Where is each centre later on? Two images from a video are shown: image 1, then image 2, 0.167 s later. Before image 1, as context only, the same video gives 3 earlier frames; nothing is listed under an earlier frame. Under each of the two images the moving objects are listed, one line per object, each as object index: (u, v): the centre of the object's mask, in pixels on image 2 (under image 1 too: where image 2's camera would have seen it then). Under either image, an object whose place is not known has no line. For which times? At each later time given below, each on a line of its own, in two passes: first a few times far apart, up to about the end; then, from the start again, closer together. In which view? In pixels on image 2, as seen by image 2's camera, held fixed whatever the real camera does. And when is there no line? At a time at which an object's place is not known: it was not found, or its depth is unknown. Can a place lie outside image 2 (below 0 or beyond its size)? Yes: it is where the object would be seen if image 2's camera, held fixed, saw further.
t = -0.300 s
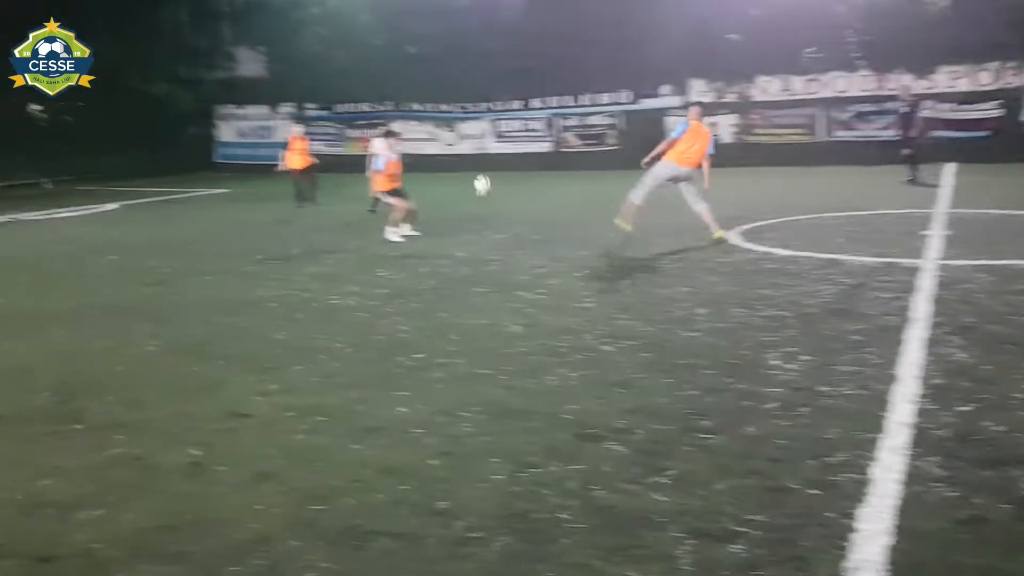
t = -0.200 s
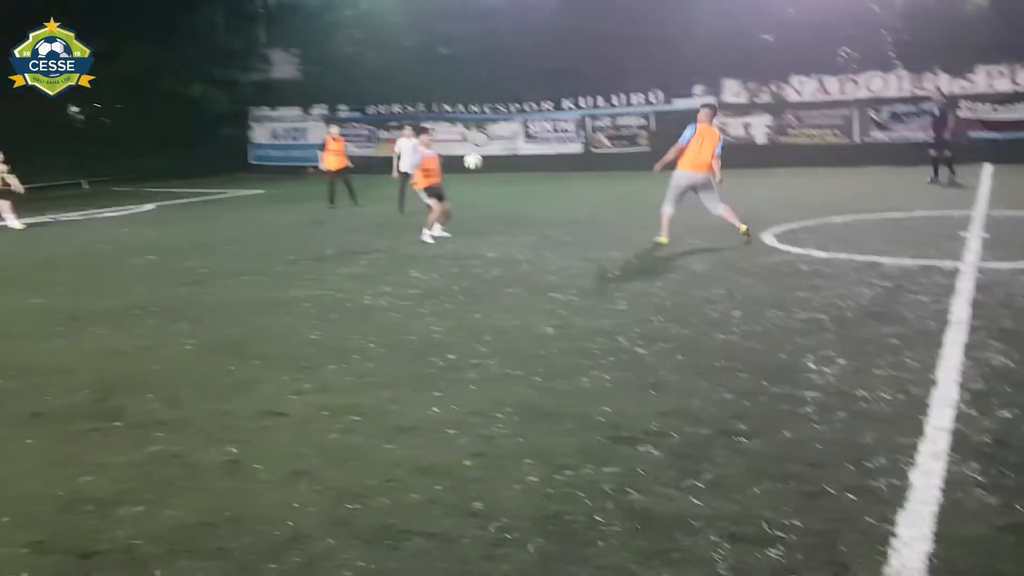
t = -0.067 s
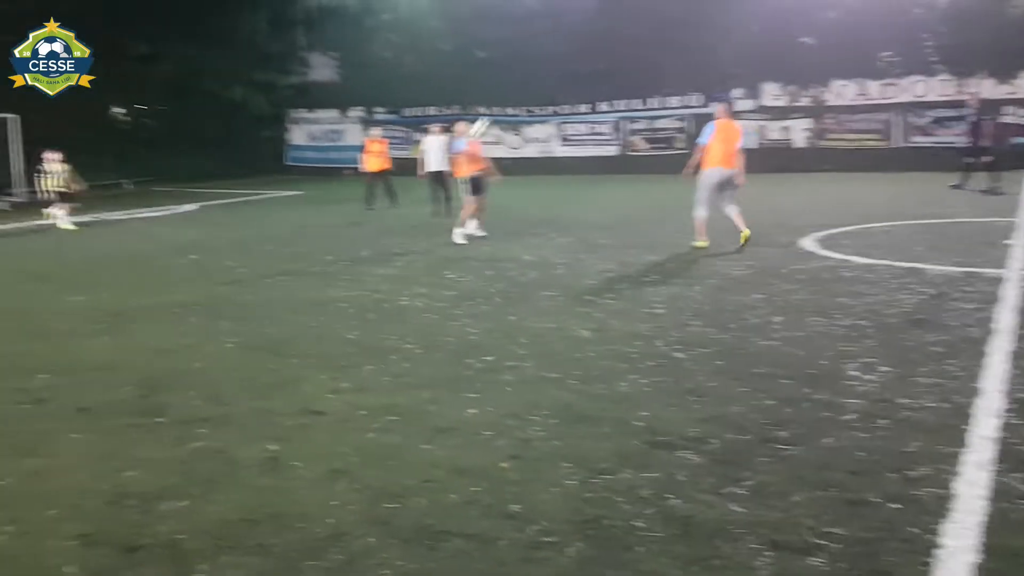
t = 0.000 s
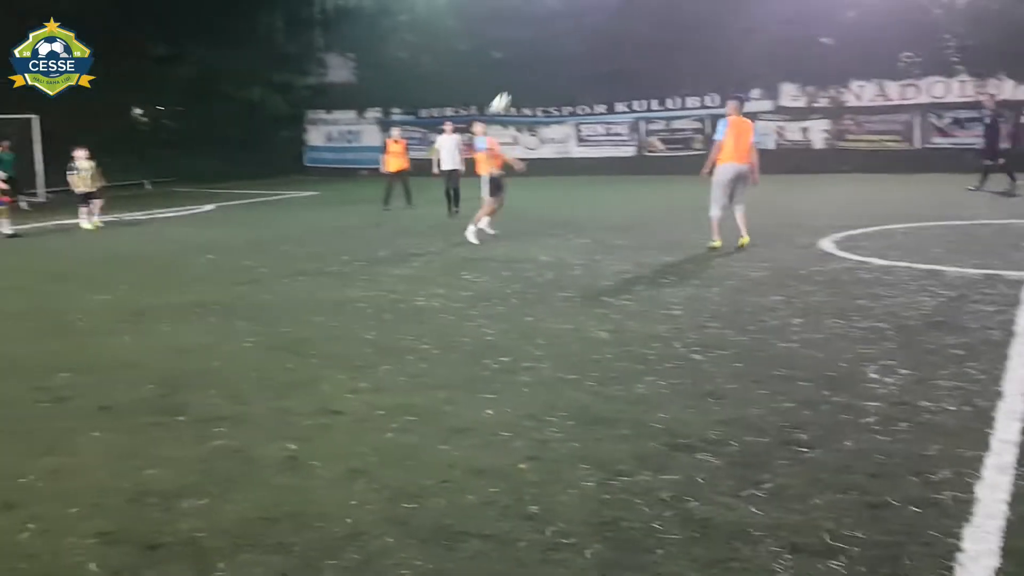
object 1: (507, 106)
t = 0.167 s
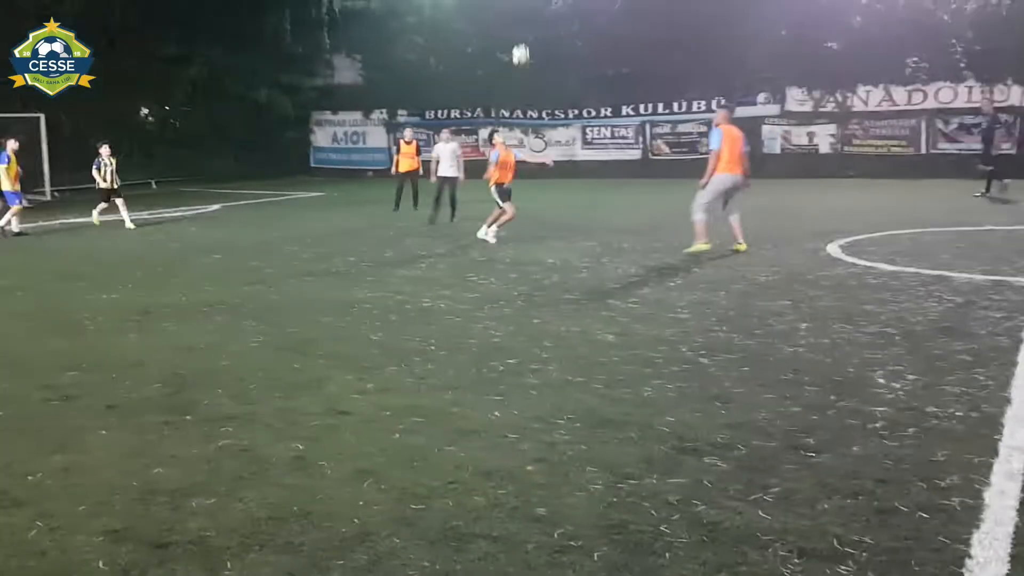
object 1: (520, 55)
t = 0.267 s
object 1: (529, 34)
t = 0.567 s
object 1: (554, 16)
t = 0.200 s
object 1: (523, 47)
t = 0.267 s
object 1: (529, 34)
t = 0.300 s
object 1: (532, 28)
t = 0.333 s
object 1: (534, 23)
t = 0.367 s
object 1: (536, 20)
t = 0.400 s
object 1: (540, 17)
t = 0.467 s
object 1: (546, 14)
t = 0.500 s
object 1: (549, 13)
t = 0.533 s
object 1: (551, 14)
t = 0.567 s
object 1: (554, 16)
